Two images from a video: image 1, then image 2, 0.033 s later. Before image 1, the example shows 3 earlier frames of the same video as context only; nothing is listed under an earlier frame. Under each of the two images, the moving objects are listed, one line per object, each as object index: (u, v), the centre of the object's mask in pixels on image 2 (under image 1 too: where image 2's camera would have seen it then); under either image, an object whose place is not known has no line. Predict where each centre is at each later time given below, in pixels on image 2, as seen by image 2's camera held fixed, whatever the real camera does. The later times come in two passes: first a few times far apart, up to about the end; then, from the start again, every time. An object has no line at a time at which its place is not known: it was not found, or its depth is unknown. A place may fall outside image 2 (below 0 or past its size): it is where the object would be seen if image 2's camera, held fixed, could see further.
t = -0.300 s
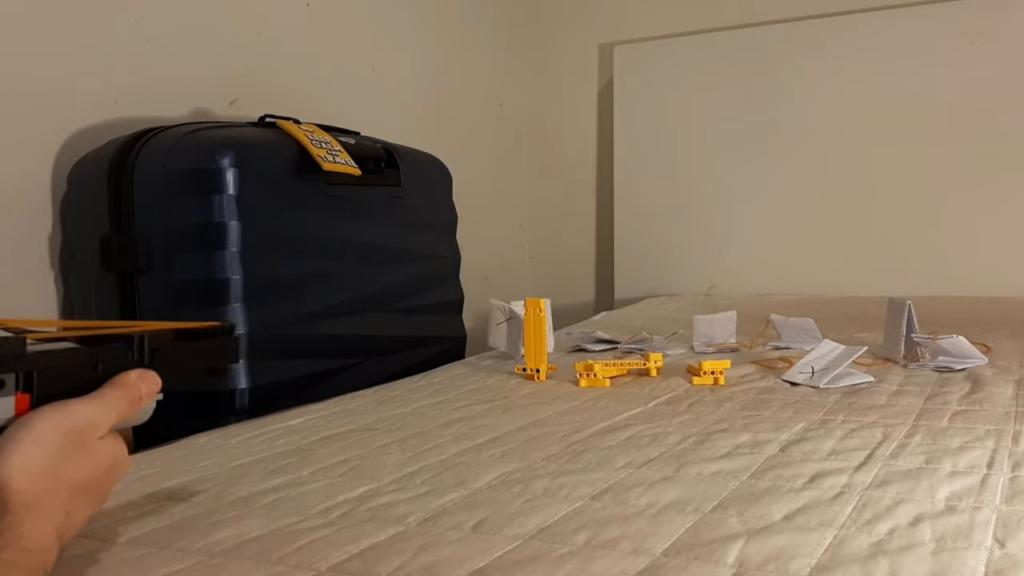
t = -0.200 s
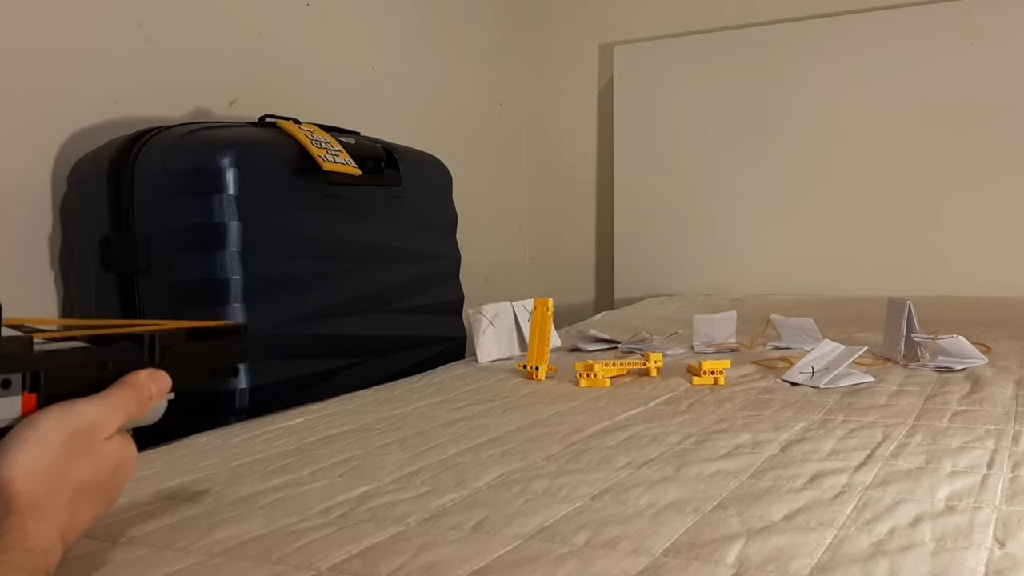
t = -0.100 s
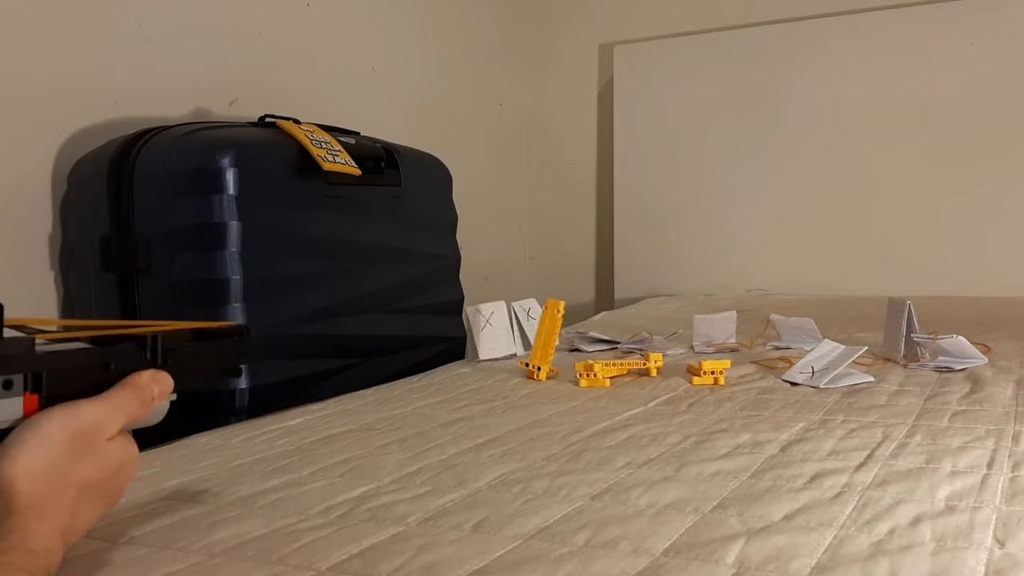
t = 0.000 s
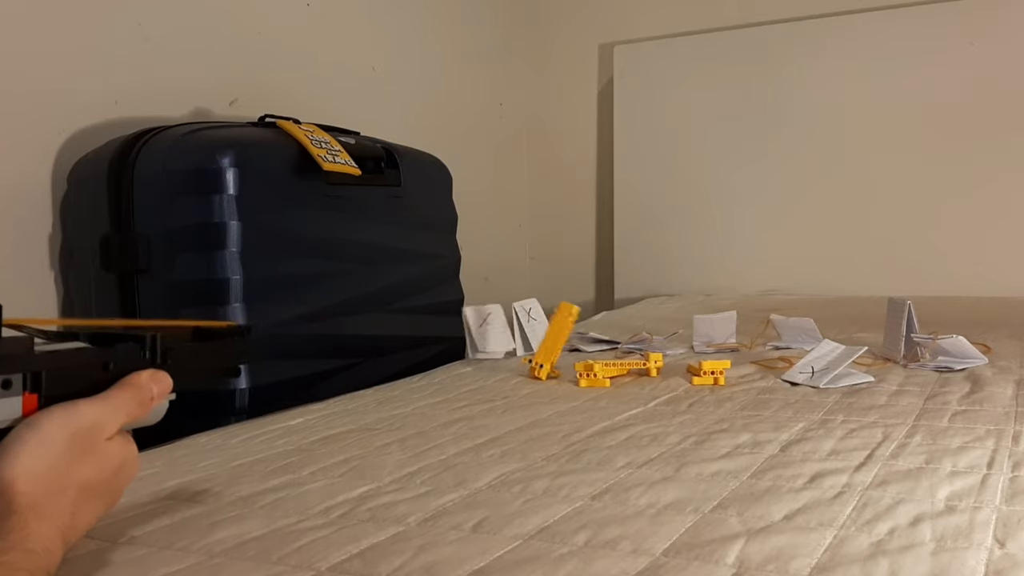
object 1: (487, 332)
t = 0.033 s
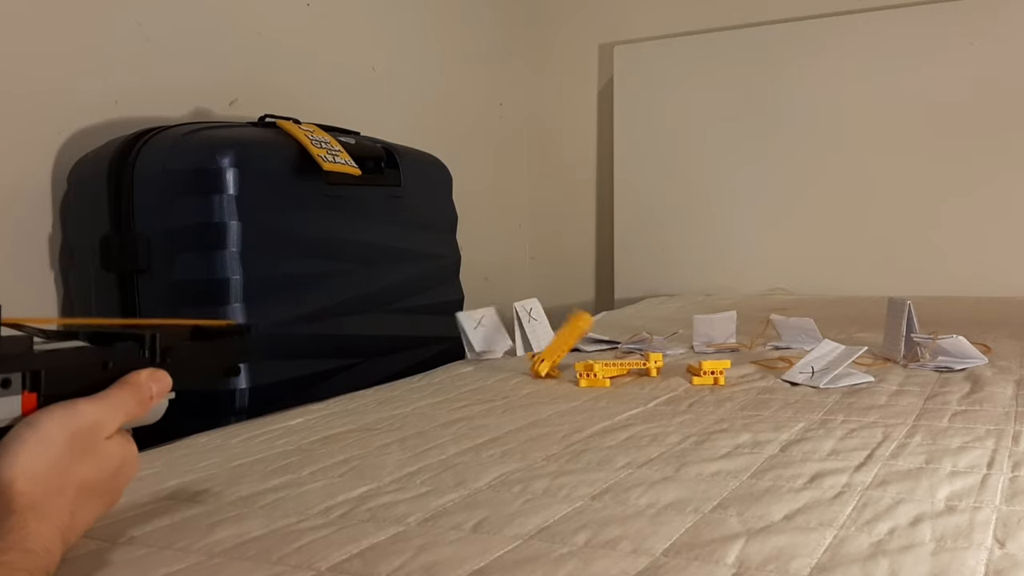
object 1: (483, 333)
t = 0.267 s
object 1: (468, 348)
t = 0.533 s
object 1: (468, 348)
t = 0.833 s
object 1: (467, 349)
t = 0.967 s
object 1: (467, 349)
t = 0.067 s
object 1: (480, 336)
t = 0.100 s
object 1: (477, 342)
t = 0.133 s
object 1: (474, 348)
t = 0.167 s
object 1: (470, 347)
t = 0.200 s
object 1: (469, 348)
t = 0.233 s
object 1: (468, 349)
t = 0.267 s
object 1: (468, 348)
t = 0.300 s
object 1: (468, 348)
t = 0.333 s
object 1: (468, 349)
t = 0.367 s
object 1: (468, 348)
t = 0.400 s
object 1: (468, 349)
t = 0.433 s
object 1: (468, 349)
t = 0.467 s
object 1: (468, 348)
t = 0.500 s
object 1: (468, 349)
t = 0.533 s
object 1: (468, 348)
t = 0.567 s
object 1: (468, 349)
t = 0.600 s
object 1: (468, 349)
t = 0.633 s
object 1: (468, 349)
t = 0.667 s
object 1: (468, 349)
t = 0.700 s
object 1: (467, 349)
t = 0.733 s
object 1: (467, 349)
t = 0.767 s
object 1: (467, 349)
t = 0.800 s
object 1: (467, 349)
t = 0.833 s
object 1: (467, 349)
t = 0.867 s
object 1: (467, 349)
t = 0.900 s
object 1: (467, 349)
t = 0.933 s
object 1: (467, 349)
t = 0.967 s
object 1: (467, 349)
